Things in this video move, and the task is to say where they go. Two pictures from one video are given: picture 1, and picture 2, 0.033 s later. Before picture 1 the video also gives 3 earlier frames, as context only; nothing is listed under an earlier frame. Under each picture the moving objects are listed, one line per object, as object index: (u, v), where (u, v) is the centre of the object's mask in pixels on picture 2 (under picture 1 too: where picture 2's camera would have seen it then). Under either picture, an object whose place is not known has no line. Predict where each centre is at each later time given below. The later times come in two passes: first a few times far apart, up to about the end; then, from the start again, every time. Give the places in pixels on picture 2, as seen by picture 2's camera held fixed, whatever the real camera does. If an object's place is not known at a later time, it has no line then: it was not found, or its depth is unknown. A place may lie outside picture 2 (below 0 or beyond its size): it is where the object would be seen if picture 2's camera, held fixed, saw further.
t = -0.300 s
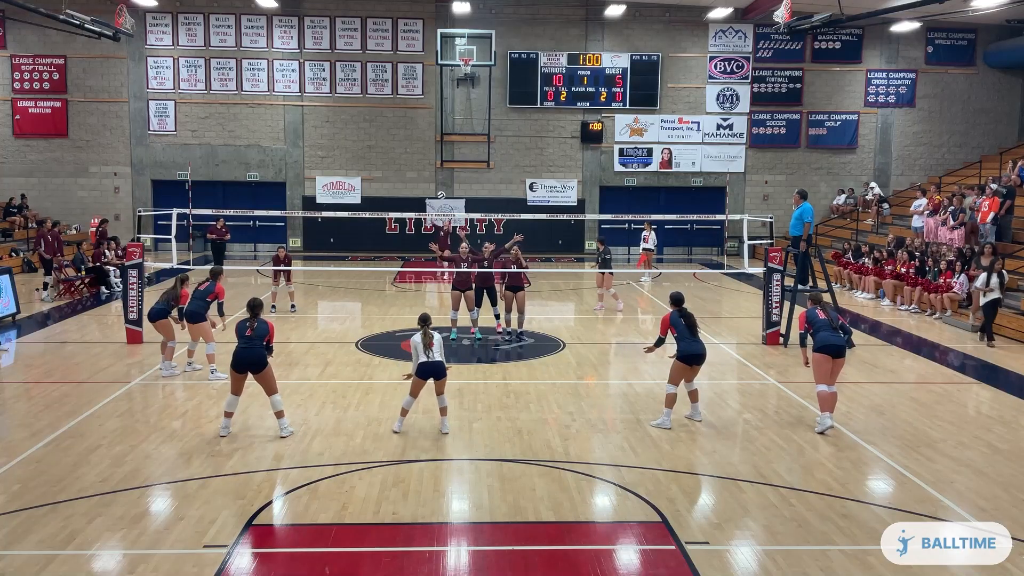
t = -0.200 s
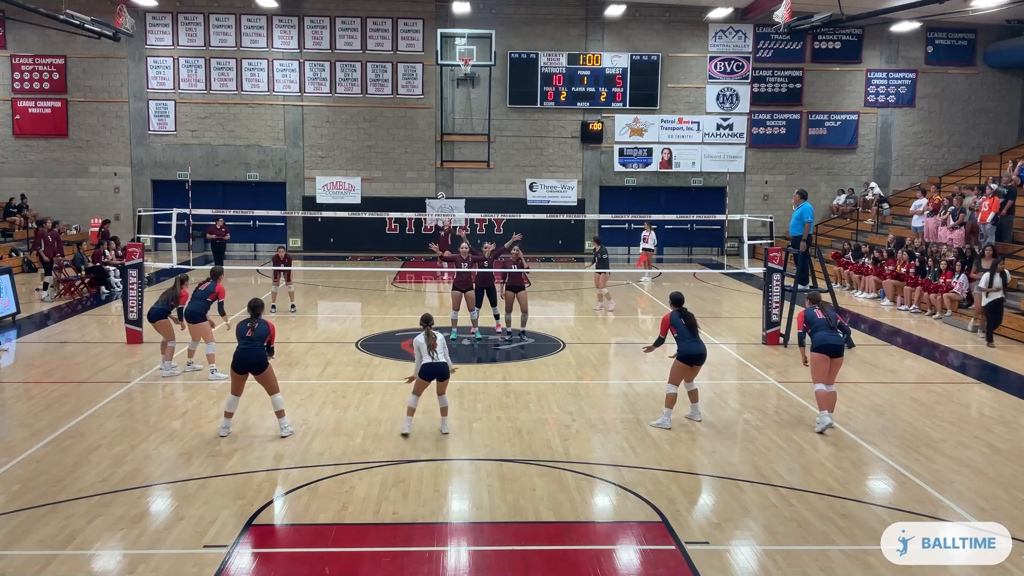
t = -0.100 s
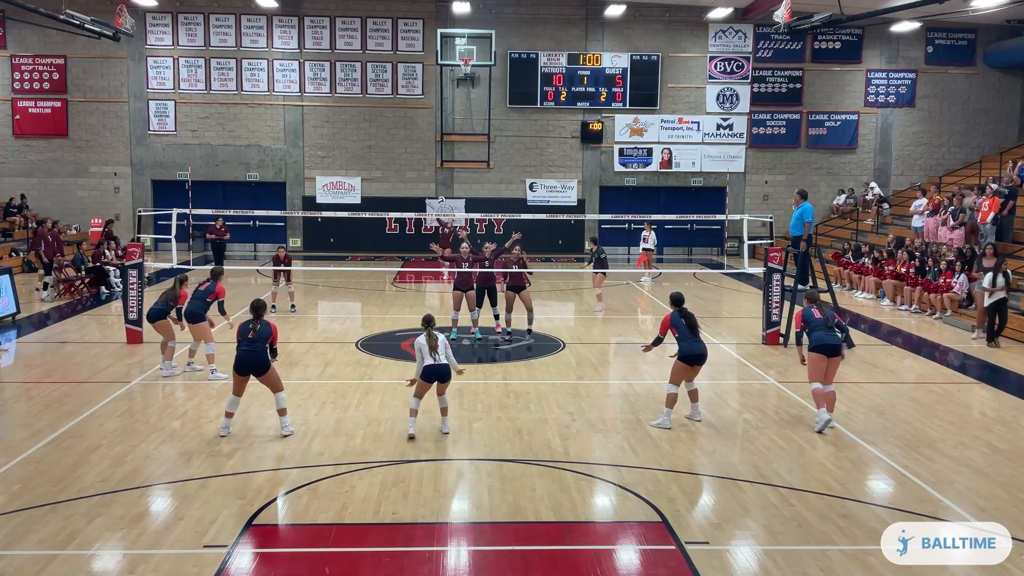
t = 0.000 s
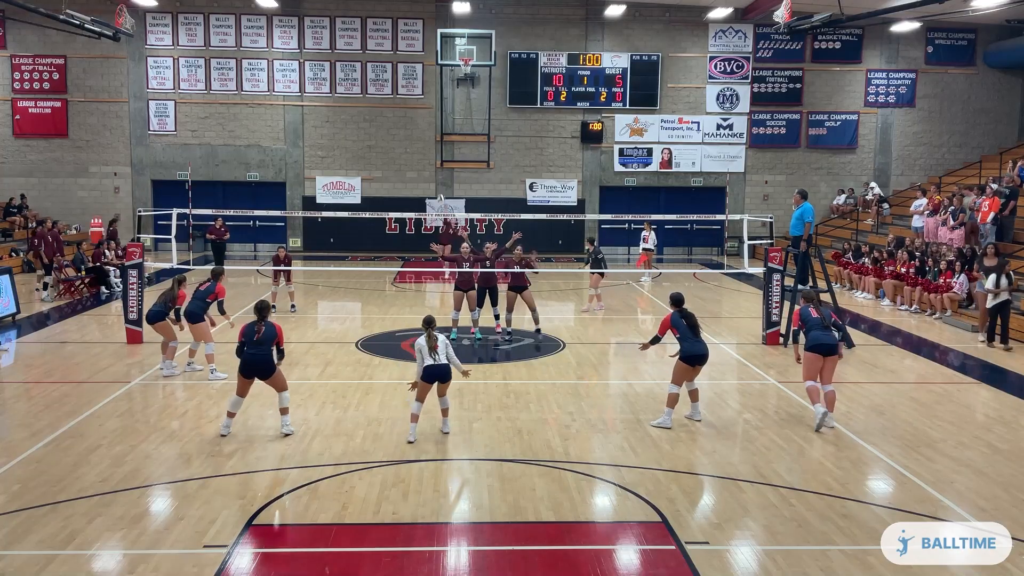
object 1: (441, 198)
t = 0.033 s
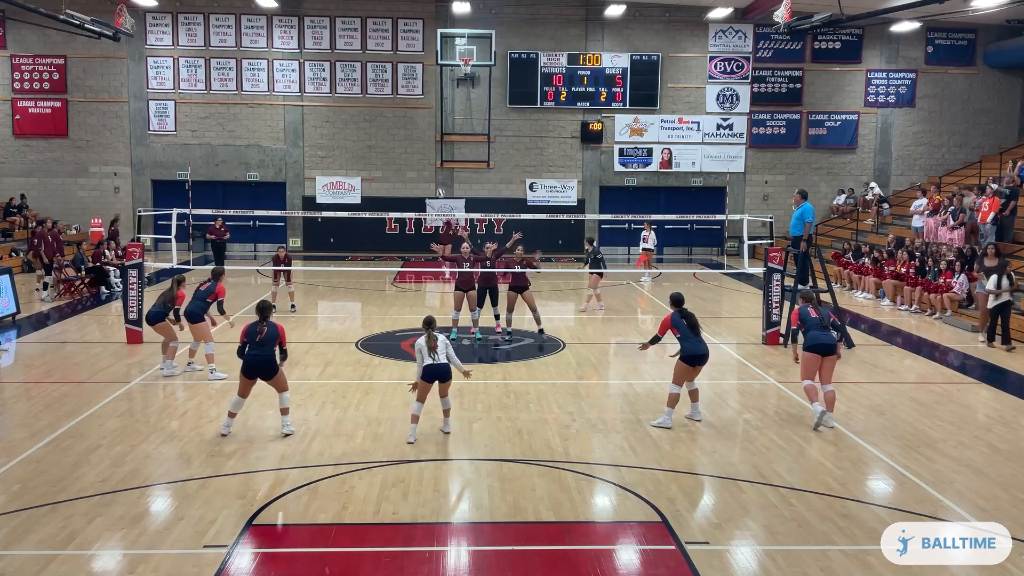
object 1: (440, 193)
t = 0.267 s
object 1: (437, 160)
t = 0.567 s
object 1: (429, 139)
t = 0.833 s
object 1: (420, 155)
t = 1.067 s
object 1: (411, 218)
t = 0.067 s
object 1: (440, 187)
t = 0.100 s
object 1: (439, 182)
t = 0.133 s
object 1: (439, 177)
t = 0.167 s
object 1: (438, 172)
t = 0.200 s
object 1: (438, 168)
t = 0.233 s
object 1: (438, 163)
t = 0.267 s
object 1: (437, 160)
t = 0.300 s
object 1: (437, 156)
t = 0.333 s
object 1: (436, 152)
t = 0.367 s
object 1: (435, 149)
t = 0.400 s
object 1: (434, 146)
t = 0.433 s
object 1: (433, 143)
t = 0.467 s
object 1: (432, 142)
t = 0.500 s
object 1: (431, 140)
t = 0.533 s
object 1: (430, 139)
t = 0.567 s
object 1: (429, 139)
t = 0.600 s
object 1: (428, 139)
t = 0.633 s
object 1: (427, 139)
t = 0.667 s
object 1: (426, 140)
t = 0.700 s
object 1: (424, 142)
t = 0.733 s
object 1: (423, 144)
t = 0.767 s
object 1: (422, 147)
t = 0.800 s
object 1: (421, 151)
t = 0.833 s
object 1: (420, 155)
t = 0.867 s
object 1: (419, 161)
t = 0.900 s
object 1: (418, 166)
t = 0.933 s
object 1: (417, 174)
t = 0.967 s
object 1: (416, 184)
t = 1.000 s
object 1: (414, 194)
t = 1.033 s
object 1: (412, 205)
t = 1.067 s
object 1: (411, 218)
